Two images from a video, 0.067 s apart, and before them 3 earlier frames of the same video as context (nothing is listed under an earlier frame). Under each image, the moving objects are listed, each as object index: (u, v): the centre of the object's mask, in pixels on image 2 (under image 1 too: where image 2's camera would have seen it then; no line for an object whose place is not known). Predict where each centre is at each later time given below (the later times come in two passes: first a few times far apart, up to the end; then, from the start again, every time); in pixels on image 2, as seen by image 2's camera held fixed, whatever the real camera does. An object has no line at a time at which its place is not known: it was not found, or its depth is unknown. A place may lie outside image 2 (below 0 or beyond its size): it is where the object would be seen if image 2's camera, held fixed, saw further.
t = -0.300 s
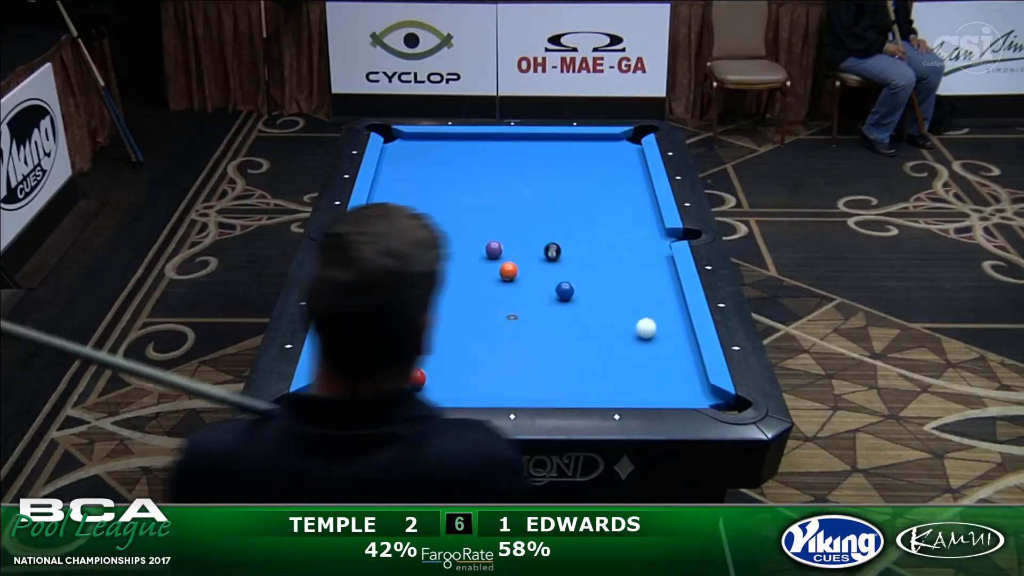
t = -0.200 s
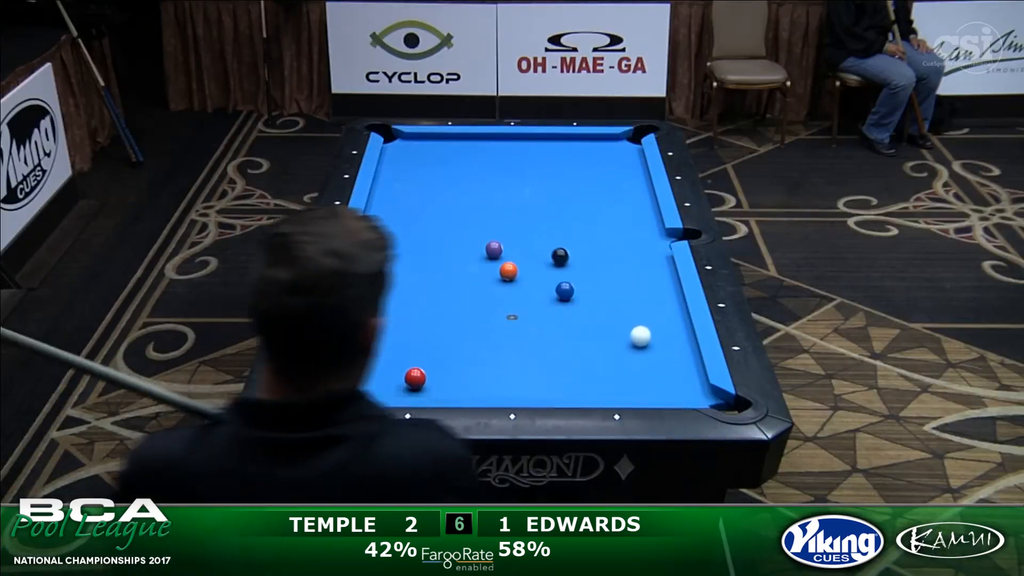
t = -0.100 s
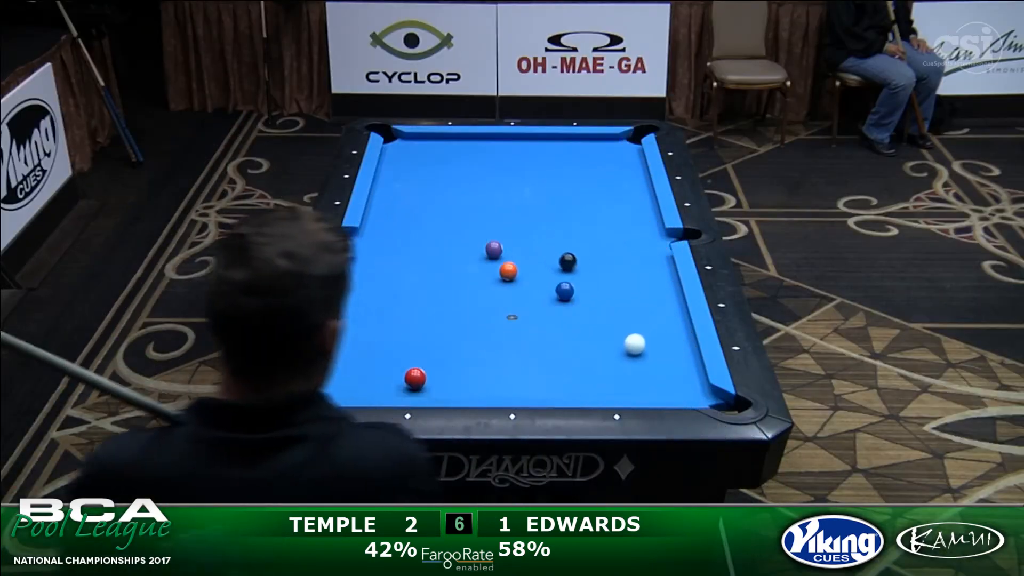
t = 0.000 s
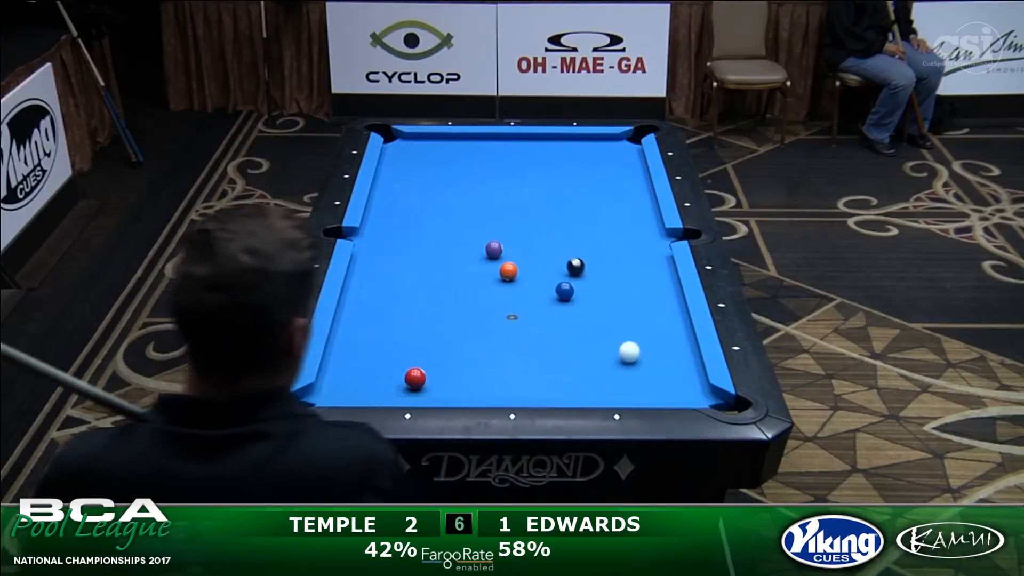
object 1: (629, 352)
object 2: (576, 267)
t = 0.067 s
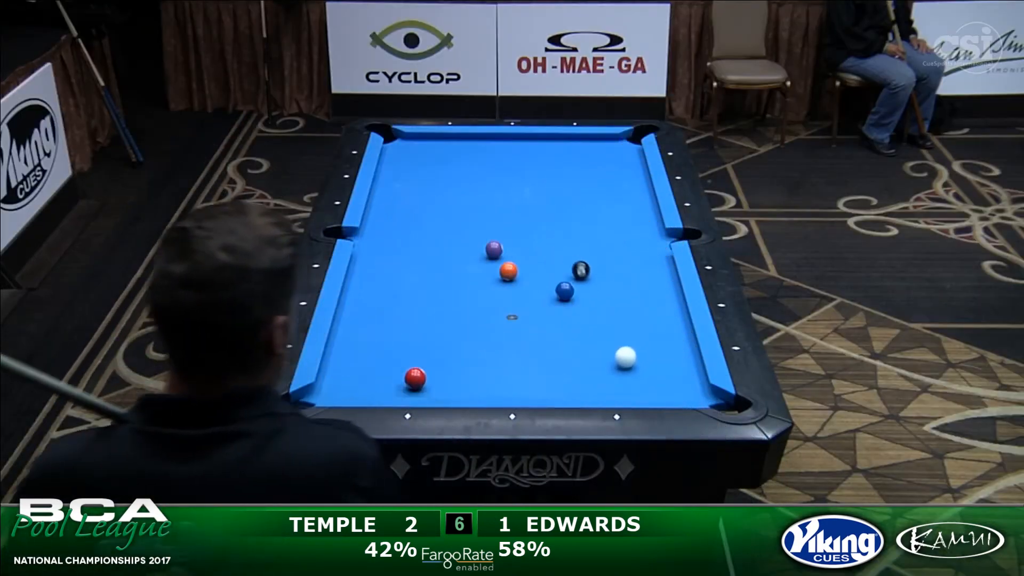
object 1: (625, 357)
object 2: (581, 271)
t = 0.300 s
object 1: (612, 376)
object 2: (599, 282)
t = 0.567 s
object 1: (596, 392)
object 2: (619, 295)
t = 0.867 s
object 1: (572, 380)
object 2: (642, 310)
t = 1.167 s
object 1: (551, 367)
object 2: (664, 324)
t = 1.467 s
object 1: (531, 355)
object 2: (686, 338)
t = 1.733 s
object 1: (516, 346)
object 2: (680, 345)
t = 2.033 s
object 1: (501, 337)
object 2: (673, 353)
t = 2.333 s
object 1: (488, 329)
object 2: (668, 359)
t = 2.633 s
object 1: (477, 322)
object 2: (664, 365)
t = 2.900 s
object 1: (469, 317)
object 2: (661, 368)
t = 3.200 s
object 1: (461, 312)
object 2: (660, 371)
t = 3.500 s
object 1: (456, 308)
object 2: (659, 372)
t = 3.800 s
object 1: (452, 305)
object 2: (659, 372)
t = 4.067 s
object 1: (449, 303)
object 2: (659, 372)
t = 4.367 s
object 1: (448, 302)
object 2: (658, 372)
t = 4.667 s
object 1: (447, 302)
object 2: (659, 372)
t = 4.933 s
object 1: (447, 302)
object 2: (659, 372)
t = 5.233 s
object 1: (447, 302)
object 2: (659, 372)
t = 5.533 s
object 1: (447, 302)
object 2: (658, 372)
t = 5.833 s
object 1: (447, 302)
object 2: (659, 372)
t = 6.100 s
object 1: (447, 302)
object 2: (659, 372)
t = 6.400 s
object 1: (447, 302)
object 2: (659, 372)
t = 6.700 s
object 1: (447, 302)
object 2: (659, 372)
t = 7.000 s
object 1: (447, 302)
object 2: (659, 372)
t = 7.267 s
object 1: (447, 302)
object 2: (659, 372)
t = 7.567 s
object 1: (447, 302)
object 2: (659, 372)
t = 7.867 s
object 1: (447, 302)
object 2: (659, 372)
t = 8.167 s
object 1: (447, 302)
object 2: (659, 372)
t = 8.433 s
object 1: (447, 302)
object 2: (659, 372)
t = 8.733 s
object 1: (447, 302)
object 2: (659, 372)
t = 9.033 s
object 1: (447, 302)
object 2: (659, 372)
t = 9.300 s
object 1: (447, 302)
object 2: (659, 372)
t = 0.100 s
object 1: (624, 360)
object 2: (583, 272)
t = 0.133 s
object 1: (622, 363)
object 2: (586, 274)
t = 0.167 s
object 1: (620, 365)
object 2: (588, 276)
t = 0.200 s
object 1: (618, 368)
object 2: (591, 277)
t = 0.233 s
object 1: (616, 371)
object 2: (594, 279)
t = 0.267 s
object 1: (614, 373)
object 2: (596, 281)
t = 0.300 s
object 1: (612, 376)
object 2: (599, 282)
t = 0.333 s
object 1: (610, 379)
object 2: (602, 284)
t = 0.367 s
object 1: (608, 381)
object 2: (604, 285)
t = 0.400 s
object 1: (607, 384)
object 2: (607, 287)
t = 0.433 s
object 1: (604, 387)
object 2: (609, 289)
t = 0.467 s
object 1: (603, 388)
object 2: (612, 291)
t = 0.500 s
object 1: (601, 390)
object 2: (615, 292)
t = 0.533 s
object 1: (599, 392)
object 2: (617, 294)
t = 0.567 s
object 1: (596, 392)
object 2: (619, 295)
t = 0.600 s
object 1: (594, 390)
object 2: (622, 297)
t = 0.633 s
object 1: (591, 389)
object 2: (625, 299)
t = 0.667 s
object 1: (588, 388)
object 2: (627, 300)
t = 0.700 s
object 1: (585, 388)
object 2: (630, 302)
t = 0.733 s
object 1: (582, 386)
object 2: (632, 304)
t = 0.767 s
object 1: (580, 385)
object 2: (635, 305)
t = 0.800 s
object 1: (577, 383)
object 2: (637, 307)
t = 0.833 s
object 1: (574, 382)
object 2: (640, 308)
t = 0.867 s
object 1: (572, 380)
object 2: (642, 310)
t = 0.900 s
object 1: (569, 379)
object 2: (645, 312)
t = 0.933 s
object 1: (567, 377)
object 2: (647, 313)
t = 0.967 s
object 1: (565, 376)
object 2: (650, 315)
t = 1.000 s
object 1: (562, 374)
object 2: (652, 316)
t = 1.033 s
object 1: (560, 373)
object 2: (655, 318)
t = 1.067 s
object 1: (558, 371)
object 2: (657, 319)
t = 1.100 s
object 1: (555, 370)
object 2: (660, 321)
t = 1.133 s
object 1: (553, 368)
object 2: (662, 323)
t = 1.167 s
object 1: (551, 367)
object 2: (664, 324)
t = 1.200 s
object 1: (548, 366)
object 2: (667, 326)
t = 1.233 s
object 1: (546, 364)
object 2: (669, 327)
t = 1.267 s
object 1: (544, 363)
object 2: (672, 329)
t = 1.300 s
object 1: (542, 362)
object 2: (674, 330)
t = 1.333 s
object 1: (540, 360)
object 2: (677, 332)
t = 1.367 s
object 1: (538, 359)
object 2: (679, 333)
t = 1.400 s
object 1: (536, 358)
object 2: (681, 335)
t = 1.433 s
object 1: (533, 357)
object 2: (684, 337)
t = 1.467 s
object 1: (531, 355)
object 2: (686, 338)
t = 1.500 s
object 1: (530, 354)
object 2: (685, 339)
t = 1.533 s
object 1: (528, 353)
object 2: (685, 340)
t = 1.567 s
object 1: (526, 352)
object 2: (684, 341)
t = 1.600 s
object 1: (524, 351)
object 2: (683, 342)
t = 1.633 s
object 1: (522, 350)
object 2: (682, 343)
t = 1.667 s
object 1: (520, 348)
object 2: (681, 344)
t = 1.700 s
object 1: (518, 347)
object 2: (681, 345)
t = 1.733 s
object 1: (516, 346)
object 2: (680, 345)
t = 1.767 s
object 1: (515, 345)
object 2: (679, 346)
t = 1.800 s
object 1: (513, 344)
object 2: (678, 347)
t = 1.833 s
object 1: (511, 343)
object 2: (678, 348)
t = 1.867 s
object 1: (509, 342)
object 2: (677, 349)
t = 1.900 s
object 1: (508, 341)
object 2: (676, 350)
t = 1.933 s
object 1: (506, 340)
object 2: (675, 350)
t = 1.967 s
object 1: (504, 339)
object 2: (675, 351)
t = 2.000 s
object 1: (503, 338)
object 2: (674, 352)
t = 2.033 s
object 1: (501, 337)
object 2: (673, 353)
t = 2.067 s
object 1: (500, 336)
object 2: (673, 353)
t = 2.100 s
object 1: (498, 335)
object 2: (672, 354)
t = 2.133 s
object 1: (496, 334)
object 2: (671, 355)
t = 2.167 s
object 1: (495, 333)
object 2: (671, 356)
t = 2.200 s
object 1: (494, 332)
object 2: (670, 356)
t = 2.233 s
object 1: (492, 332)
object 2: (670, 357)
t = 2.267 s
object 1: (491, 331)
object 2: (669, 358)
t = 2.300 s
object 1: (489, 330)
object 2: (668, 359)
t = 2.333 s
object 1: (488, 329)
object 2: (668, 359)
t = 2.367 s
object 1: (487, 328)
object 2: (667, 360)
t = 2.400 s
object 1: (485, 327)
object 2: (667, 361)
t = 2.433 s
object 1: (484, 327)
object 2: (667, 361)
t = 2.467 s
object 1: (483, 326)
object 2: (666, 362)
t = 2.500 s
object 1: (482, 325)
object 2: (666, 362)
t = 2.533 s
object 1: (481, 324)
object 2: (665, 363)
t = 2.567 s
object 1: (479, 324)
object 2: (665, 364)
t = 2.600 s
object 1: (478, 323)
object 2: (664, 364)
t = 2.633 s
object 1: (477, 322)
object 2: (664, 365)
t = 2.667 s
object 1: (476, 321)
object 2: (664, 365)
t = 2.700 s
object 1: (475, 320)
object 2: (663, 366)
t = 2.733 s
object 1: (474, 320)
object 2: (663, 366)
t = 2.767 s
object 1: (473, 319)
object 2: (663, 367)
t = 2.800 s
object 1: (472, 319)
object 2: (662, 367)
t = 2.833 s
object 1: (471, 318)
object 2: (662, 367)
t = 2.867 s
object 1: (470, 317)
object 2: (662, 368)
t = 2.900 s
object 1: (469, 317)
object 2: (661, 368)
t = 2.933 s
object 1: (468, 316)
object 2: (661, 368)
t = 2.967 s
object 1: (467, 316)
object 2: (661, 369)
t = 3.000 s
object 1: (466, 315)
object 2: (661, 369)
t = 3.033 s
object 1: (466, 314)
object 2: (661, 369)
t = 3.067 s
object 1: (465, 314)
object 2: (660, 370)
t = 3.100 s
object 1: (464, 313)
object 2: (660, 370)
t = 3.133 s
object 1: (463, 313)
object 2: (660, 370)
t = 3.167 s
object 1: (462, 312)
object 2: (660, 371)
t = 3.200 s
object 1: (461, 312)
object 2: (660, 371)
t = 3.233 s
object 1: (461, 311)
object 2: (659, 371)
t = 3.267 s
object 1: (460, 311)
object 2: (659, 371)
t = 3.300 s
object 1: (459, 310)
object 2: (659, 372)
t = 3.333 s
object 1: (459, 310)
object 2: (659, 372)
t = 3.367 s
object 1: (458, 309)
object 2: (659, 372)
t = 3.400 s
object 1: (457, 309)
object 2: (659, 372)
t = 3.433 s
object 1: (457, 309)
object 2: (659, 372)
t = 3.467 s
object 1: (456, 308)
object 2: (659, 372)
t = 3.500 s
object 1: (456, 308)
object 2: (659, 372)
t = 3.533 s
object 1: (455, 308)
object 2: (658, 372)
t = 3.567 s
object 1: (455, 307)
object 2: (659, 372)
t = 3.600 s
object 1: (454, 307)
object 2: (659, 372)
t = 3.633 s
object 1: (454, 306)
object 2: (659, 372)
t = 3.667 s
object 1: (453, 306)
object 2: (659, 372)
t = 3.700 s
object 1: (453, 306)
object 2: (659, 372)
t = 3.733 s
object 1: (452, 306)
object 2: (659, 372)
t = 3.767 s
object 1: (452, 305)
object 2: (659, 372)
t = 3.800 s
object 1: (452, 305)
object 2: (659, 372)
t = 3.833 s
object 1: (451, 305)
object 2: (659, 372)
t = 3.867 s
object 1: (451, 304)
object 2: (659, 372)
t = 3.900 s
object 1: (451, 304)
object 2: (658, 372)
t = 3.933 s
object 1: (450, 304)
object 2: (659, 372)
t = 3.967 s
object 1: (450, 304)
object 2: (659, 372)
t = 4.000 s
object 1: (450, 304)
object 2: (659, 372)
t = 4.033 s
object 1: (449, 304)
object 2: (659, 372)
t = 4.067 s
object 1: (449, 303)
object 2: (659, 372)
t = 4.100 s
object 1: (449, 303)
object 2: (659, 372)
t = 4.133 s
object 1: (449, 303)
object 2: (659, 372)
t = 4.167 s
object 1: (449, 303)
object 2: (659, 372)
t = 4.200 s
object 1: (448, 302)
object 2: (659, 372)
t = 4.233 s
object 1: (448, 302)
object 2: (658, 372)
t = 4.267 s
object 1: (448, 302)
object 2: (658, 372)
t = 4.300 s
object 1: (448, 302)
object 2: (659, 372)
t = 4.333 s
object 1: (448, 302)
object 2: (659, 372)
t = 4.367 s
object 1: (448, 302)
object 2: (658, 372)
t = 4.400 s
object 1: (448, 302)
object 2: (659, 372)
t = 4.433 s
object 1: (447, 302)
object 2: (658, 372)
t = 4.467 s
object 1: (447, 302)
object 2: (659, 372)
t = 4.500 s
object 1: (447, 302)
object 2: (659, 372)
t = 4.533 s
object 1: (447, 302)
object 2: (659, 372)
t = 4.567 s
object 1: (447, 302)
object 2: (659, 372)
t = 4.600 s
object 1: (447, 302)
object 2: (659, 372)
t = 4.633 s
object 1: (447, 302)
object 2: (659, 372)
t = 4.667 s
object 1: (447, 302)
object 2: (659, 372)
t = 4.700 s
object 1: (447, 302)
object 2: (659, 372)
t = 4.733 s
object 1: (447, 302)
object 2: (659, 372)
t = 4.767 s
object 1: (447, 302)
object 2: (658, 372)
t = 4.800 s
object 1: (447, 302)
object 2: (659, 372)
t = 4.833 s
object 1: (447, 302)
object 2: (659, 372)
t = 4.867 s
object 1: (447, 302)
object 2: (658, 372)
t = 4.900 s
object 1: (447, 302)
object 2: (659, 372)
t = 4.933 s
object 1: (447, 302)
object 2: (659, 372)
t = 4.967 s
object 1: (447, 302)
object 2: (659, 372)
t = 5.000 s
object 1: (447, 302)
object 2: (659, 372)
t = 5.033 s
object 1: (447, 302)
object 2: (659, 372)
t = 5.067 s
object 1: (447, 302)
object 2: (659, 372)
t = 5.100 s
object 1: (447, 302)
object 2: (659, 372)
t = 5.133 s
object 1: (447, 302)
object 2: (658, 372)
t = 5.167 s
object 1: (447, 302)
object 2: (658, 372)
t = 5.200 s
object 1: (447, 302)
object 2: (658, 372)
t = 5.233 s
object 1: (447, 302)
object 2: (659, 372)
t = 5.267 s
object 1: (447, 302)
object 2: (658, 372)
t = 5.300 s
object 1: (447, 302)
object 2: (658, 372)
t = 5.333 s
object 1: (447, 302)
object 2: (658, 372)
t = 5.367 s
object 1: (447, 302)
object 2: (658, 372)
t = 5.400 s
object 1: (447, 302)
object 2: (659, 372)
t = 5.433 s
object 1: (447, 302)
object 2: (658, 372)
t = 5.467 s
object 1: (447, 302)
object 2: (659, 372)
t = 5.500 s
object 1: (447, 302)
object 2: (659, 372)
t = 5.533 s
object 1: (447, 302)
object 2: (658, 372)
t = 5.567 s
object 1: (447, 302)
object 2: (659, 372)
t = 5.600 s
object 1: (447, 302)
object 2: (658, 372)
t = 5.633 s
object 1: (447, 302)
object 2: (659, 372)
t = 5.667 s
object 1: (447, 302)
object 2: (659, 372)
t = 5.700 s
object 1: (447, 302)
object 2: (659, 372)
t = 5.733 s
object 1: (447, 302)
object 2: (659, 372)
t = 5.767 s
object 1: (447, 302)
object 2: (659, 372)
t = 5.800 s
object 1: (447, 302)
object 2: (659, 372)
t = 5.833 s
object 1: (447, 302)
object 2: (659, 372)
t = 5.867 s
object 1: (447, 302)
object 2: (658, 372)
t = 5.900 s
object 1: (447, 302)
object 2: (659, 372)
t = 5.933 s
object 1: (447, 302)
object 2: (659, 372)
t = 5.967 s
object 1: (447, 302)
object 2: (659, 372)
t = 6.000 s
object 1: (447, 302)
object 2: (659, 372)
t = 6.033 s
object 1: (447, 302)
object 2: (659, 372)
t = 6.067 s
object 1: (447, 302)
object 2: (659, 372)
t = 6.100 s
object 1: (447, 302)
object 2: (659, 372)
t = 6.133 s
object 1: (447, 302)
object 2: (658, 372)
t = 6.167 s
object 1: (447, 302)
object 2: (658, 372)
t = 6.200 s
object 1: (447, 302)
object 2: (659, 372)
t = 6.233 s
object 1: (447, 302)
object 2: (659, 372)
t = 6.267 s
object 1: (447, 302)
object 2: (659, 372)
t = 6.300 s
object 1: (447, 302)
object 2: (658, 372)
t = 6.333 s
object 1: (447, 302)
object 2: (658, 372)
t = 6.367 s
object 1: (447, 302)
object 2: (658, 372)
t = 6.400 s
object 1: (447, 302)
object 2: (659, 372)
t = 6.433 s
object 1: (447, 302)
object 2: (659, 372)
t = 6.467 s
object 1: (447, 302)
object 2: (659, 372)
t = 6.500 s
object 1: (447, 302)
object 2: (659, 372)
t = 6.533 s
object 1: (447, 302)
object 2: (659, 372)
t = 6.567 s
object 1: (447, 302)
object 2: (658, 372)
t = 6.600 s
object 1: (447, 302)
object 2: (659, 372)
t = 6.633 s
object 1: (447, 302)
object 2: (659, 372)
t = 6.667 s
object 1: (447, 302)
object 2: (659, 372)
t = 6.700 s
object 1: (447, 302)
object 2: (659, 372)
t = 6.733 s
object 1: (447, 302)
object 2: (659, 372)
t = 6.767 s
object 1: (447, 302)
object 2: (659, 372)
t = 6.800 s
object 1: (447, 302)
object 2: (659, 372)
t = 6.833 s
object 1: (447, 302)
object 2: (659, 372)
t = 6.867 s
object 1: (447, 302)
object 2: (659, 372)
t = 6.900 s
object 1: (447, 302)
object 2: (659, 372)
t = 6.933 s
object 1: (447, 302)
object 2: (659, 372)
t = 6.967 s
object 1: (447, 302)
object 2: (659, 372)
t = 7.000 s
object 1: (447, 302)
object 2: (659, 372)
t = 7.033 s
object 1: (447, 302)
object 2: (659, 372)
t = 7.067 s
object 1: (447, 302)
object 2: (659, 372)
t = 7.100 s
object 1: (447, 302)
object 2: (659, 372)
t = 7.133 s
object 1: (447, 302)
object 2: (659, 372)
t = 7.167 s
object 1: (447, 302)
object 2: (659, 372)
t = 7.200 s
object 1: (447, 302)
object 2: (659, 372)
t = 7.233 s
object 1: (447, 302)
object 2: (659, 372)
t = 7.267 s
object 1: (447, 302)
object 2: (659, 372)
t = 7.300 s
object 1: (447, 302)
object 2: (659, 372)
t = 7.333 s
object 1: (447, 302)
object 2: (659, 372)
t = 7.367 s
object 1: (447, 302)
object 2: (659, 372)
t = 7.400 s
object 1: (447, 302)
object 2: (659, 372)
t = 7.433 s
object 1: (447, 302)
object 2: (658, 372)
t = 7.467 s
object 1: (447, 302)
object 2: (659, 372)
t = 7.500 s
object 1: (447, 302)
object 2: (659, 372)
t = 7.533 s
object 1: (447, 302)
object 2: (659, 372)
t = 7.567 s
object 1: (447, 302)
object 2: (659, 372)
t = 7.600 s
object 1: (447, 302)
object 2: (659, 372)
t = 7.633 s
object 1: (447, 302)
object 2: (658, 372)
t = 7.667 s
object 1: (447, 302)
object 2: (659, 372)
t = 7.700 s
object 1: (447, 302)
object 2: (659, 372)
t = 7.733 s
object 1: (447, 302)
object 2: (658, 372)
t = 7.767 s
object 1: (447, 302)
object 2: (659, 372)
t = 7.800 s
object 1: (447, 302)
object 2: (659, 372)
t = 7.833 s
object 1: (447, 302)
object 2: (659, 372)
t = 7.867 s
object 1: (447, 302)
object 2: (659, 372)
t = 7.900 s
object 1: (447, 302)
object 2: (659, 372)
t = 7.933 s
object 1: (447, 302)
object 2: (659, 372)
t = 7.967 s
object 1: (447, 302)
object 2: (659, 372)
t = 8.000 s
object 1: (447, 302)
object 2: (659, 372)
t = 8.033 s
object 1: (447, 302)
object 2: (659, 372)
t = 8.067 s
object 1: (447, 302)
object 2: (659, 372)
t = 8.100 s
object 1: (447, 302)
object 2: (658, 372)
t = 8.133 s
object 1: (447, 302)
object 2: (658, 372)
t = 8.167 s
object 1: (447, 302)
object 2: (659, 372)
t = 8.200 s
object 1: (447, 302)
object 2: (659, 372)
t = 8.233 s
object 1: (447, 302)
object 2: (659, 372)
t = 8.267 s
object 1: (447, 302)
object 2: (659, 372)
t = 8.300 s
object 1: (447, 302)
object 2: (659, 372)
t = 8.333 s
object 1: (447, 302)
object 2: (659, 372)
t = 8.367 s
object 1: (447, 302)
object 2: (659, 372)
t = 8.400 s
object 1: (447, 302)
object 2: (659, 372)
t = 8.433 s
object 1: (447, 302)
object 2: (659, 372)
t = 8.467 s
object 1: (447, 302)
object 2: (659, 372)
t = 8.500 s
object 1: (447, 302)
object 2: (659, 372)
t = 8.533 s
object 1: (447, 302)
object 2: (659, 372)
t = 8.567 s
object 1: (447, 302)
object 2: (659, 372)
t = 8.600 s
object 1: (447, 302)
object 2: (659, 372)
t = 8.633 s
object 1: (447, 302)
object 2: (659, 372)
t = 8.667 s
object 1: (447, 302)
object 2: (659, 372)
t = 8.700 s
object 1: (447, 302)
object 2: (659, 372)
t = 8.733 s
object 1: (447, 302)
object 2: (659, 372)
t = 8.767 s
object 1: (447, 302)
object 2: (659, 372)
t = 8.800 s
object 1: (447, 302)
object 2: (659, 372)
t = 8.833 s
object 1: (447, 302)
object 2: (659, 372)
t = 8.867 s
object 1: (447, 302)
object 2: (659, 372)
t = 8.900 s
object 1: (447, 302)
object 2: (659, 372)
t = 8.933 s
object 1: (447, 302)
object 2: (659, 372)
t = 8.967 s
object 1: (447, 302)
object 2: (659, 372)
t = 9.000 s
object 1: (447, 302)
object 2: (659, 372)
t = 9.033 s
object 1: (447, 302)
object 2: (659, 372)
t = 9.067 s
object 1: (447, 302)
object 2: (659, 372)
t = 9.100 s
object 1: (447, 302)
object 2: (659, 372)
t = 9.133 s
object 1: (447, 302)
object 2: (659, 372)
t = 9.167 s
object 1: (447, 302)
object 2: (659, 372)
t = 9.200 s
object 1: (447, 302)
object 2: (659, 372)
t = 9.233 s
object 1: (447, 302)
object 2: (659, 372)
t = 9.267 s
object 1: (447, 302)
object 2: (659, 372)
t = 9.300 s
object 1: (447, 302)
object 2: (659, 372)
